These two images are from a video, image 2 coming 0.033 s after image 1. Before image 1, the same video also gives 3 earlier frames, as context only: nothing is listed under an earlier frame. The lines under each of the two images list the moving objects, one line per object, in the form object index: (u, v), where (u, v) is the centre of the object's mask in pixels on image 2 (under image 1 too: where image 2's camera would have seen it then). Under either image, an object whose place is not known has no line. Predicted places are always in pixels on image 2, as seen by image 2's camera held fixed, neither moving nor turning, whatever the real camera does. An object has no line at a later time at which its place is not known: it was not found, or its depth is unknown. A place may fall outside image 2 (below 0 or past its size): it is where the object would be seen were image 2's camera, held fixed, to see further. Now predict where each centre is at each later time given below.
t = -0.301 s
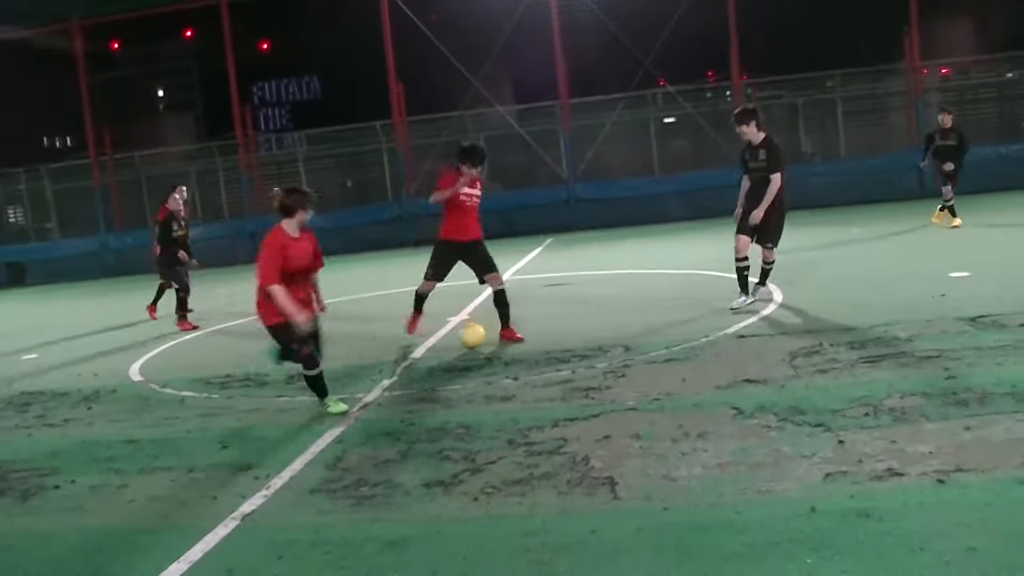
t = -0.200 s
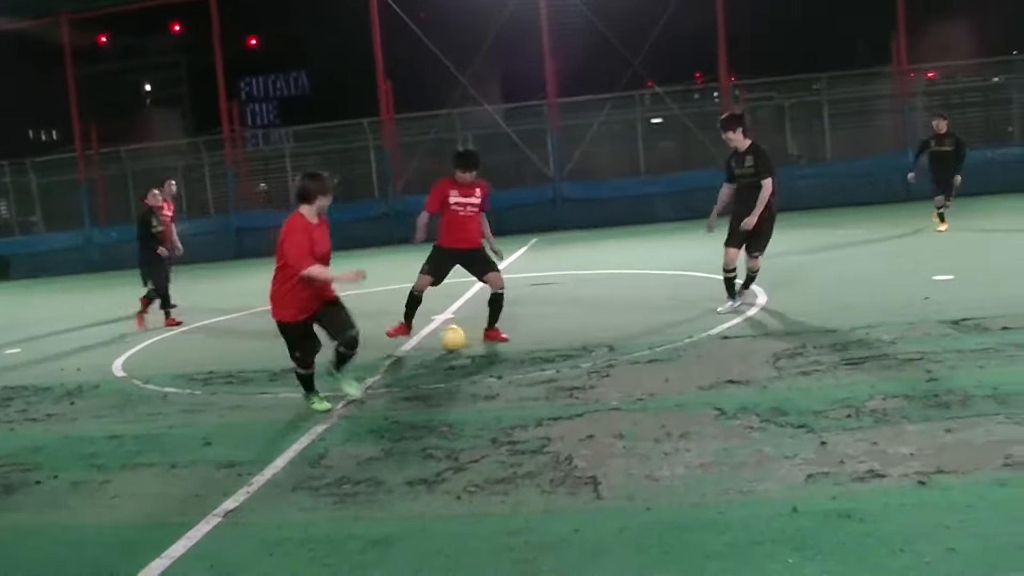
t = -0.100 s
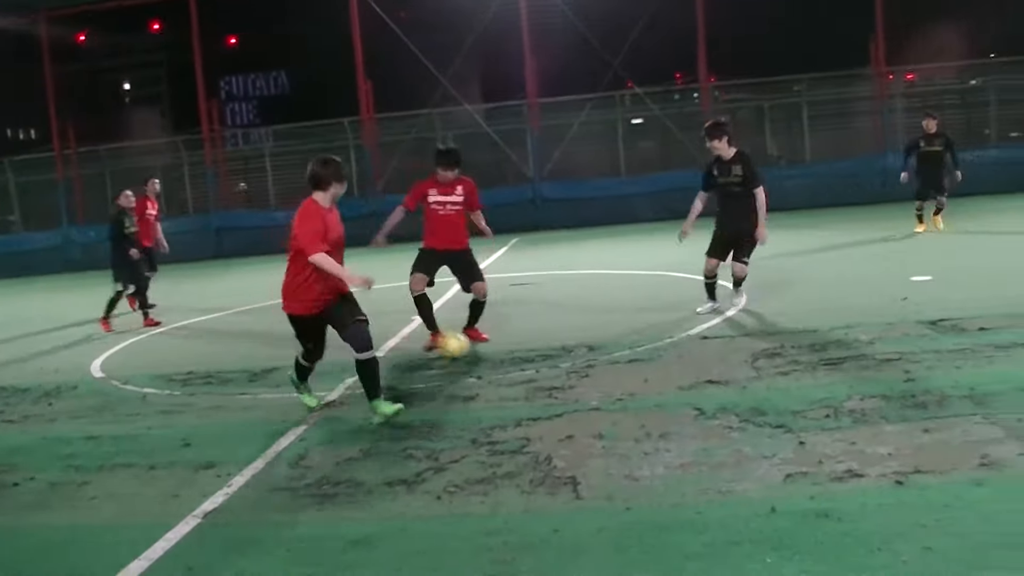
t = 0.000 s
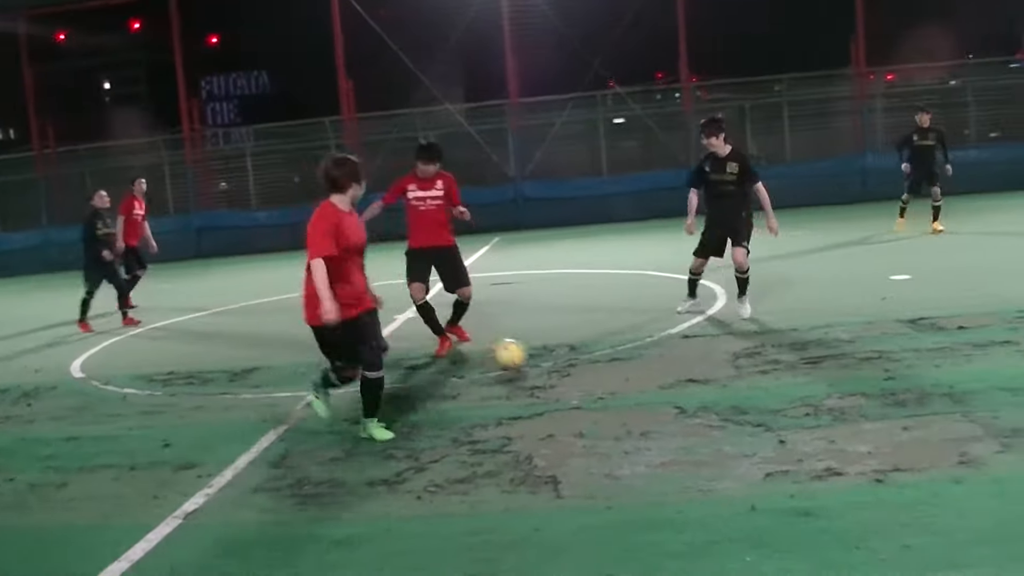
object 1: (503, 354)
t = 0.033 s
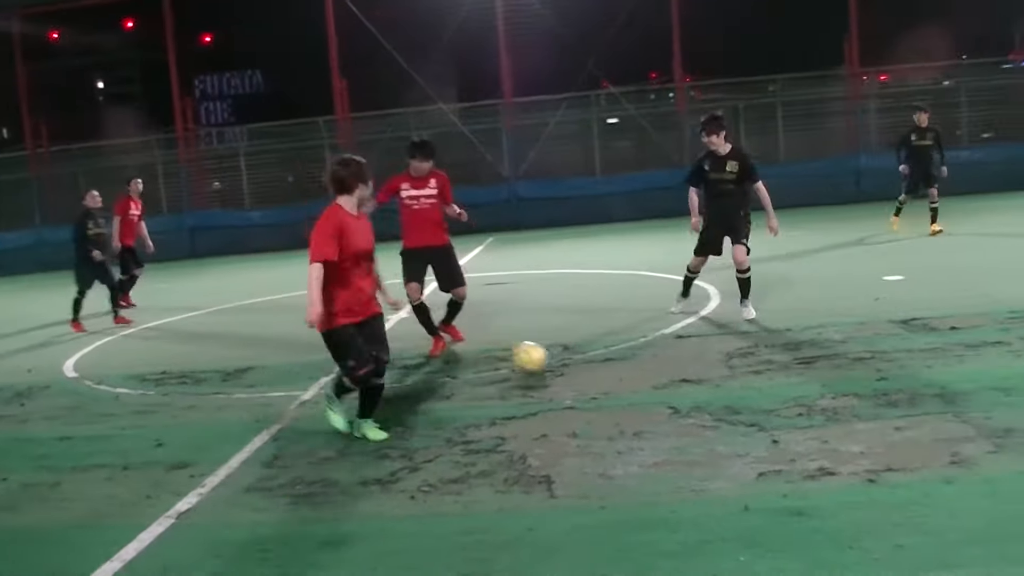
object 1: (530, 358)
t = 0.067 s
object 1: (559, 362)
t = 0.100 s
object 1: (587, 367)
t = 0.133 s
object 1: (616, 369)
